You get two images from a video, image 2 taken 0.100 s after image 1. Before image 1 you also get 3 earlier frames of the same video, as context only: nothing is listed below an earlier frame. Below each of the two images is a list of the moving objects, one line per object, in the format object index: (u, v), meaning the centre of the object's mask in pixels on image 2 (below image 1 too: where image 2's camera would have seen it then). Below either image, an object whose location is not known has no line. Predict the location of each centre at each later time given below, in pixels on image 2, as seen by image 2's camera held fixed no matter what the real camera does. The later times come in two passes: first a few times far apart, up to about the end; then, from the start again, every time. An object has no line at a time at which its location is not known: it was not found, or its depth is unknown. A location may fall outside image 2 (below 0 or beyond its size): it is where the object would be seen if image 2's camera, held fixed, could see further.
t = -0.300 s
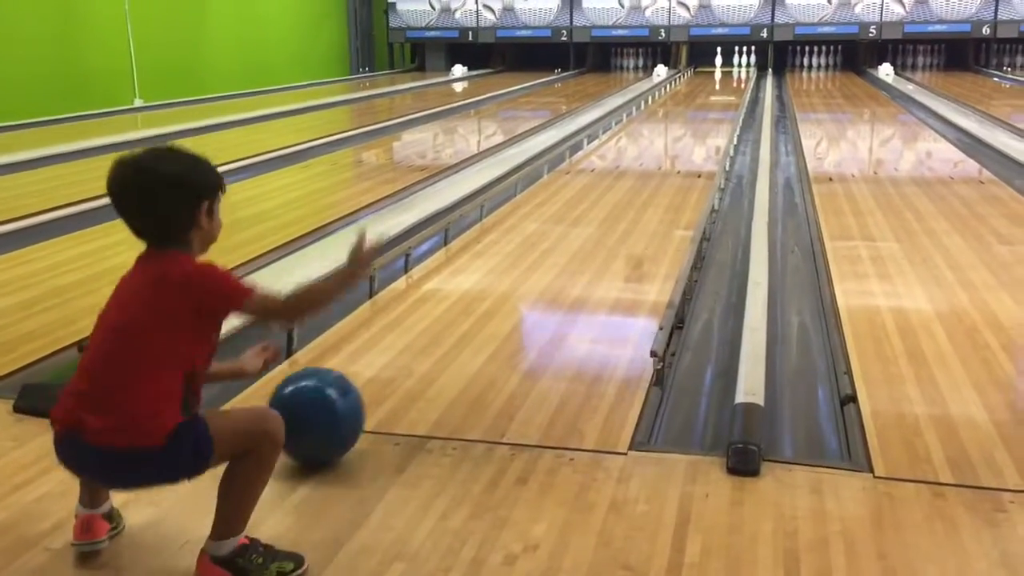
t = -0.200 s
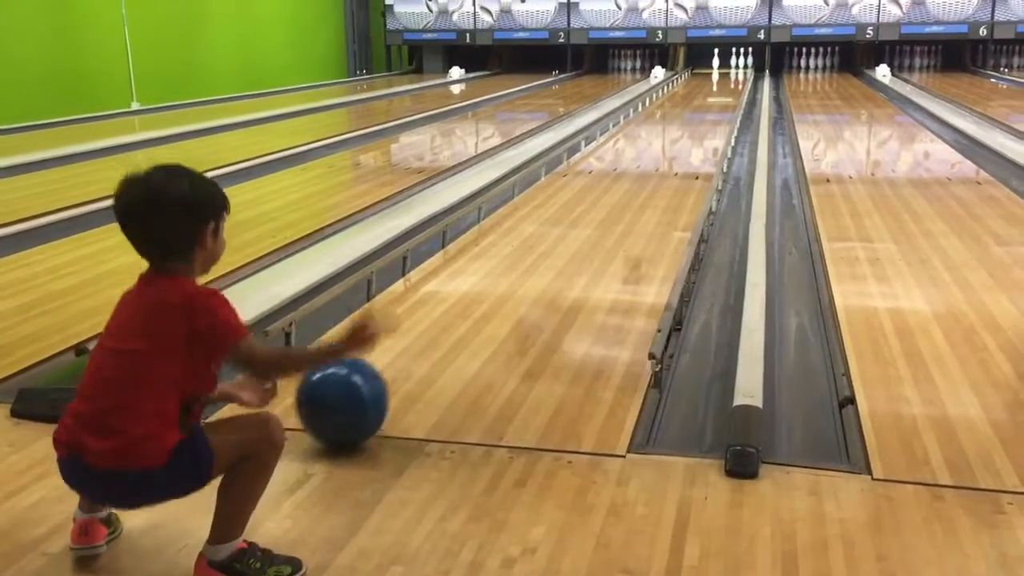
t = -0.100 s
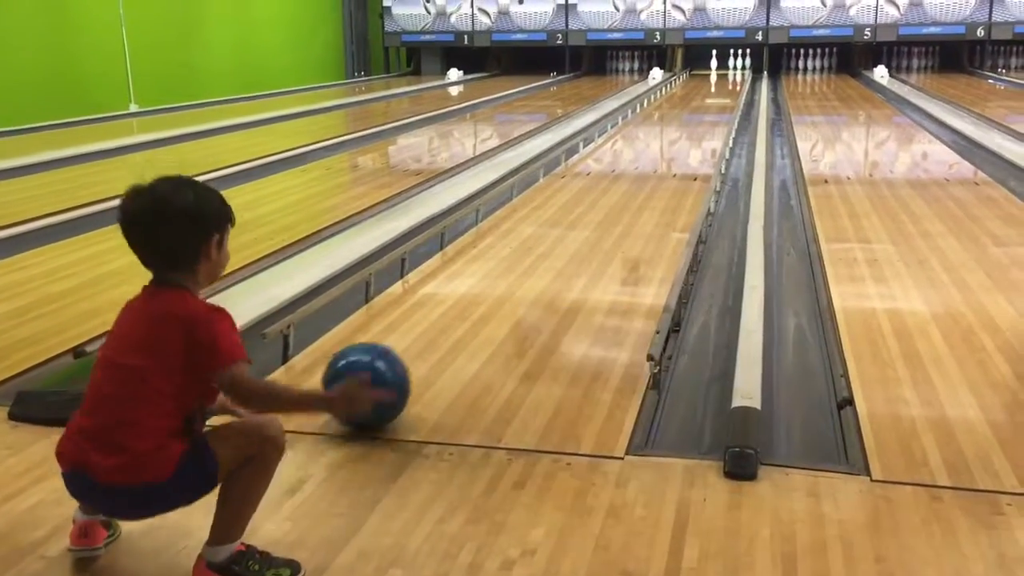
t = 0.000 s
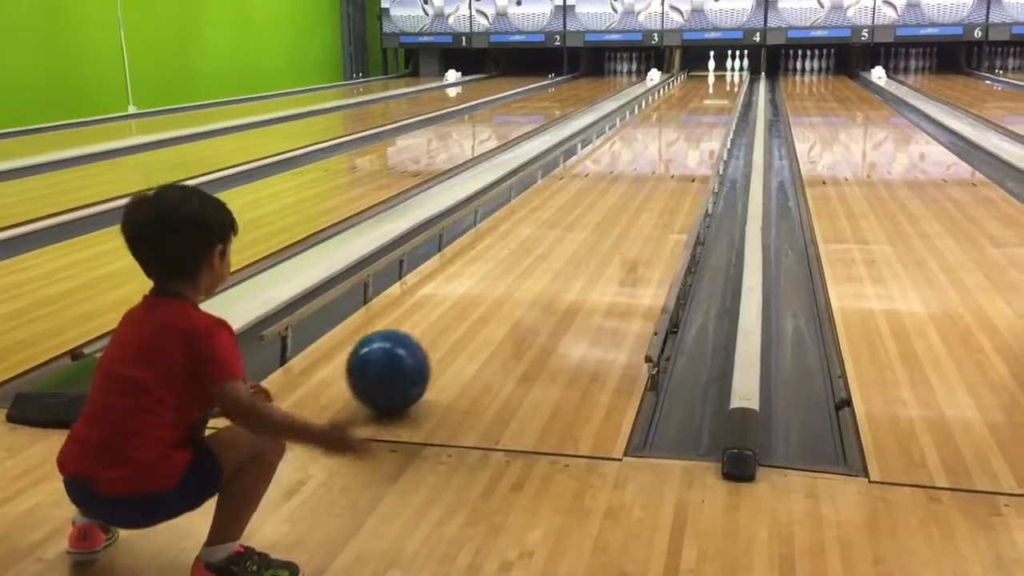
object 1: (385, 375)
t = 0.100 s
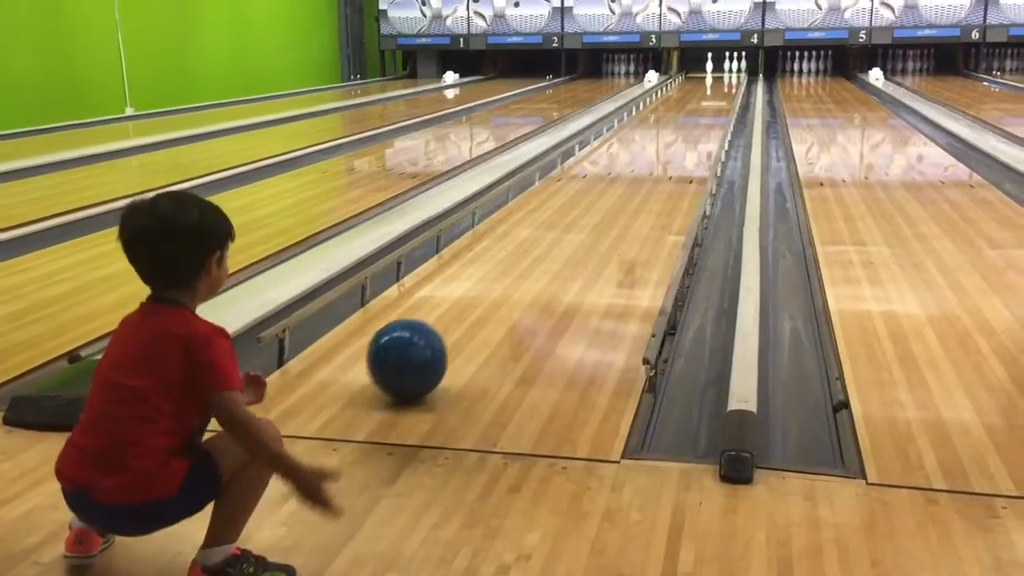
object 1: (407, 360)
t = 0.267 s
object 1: (439, 338)
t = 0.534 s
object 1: (483, 308)
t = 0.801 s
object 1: (520, 284)
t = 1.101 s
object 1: (555, 262)
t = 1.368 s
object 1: (581, 245)
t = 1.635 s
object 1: (604, 231)
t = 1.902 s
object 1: (624, 218)
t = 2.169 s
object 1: (643, 207)
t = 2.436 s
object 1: (659, 197)
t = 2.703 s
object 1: (674, 188)
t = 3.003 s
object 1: (688, 179)
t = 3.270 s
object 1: (689, 171)
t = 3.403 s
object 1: (689, 168)
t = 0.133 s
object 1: (413, 356)
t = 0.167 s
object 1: (420, 351)
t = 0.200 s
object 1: (426, 347)
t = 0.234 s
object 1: (433, 343)
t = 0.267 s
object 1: (439, 338)
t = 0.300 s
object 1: (445, 334)
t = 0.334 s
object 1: (451, 330)
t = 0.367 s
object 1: (456, 326)
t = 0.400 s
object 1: (462, 323)
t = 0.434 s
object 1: (467, 319)
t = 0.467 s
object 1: (473, 315)
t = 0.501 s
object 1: (478, 312)
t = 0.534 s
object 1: (483, 308)
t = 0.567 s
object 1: (488, 305)
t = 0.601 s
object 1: (493, 302)
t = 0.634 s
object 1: (497, 299)
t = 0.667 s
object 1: (502, 296)
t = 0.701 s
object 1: (507, 293)
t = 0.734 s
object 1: (511, 290)
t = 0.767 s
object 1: (515, 287)
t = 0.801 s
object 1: (520, 284)
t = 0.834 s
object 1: (524, 281)
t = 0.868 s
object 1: (528, 279)
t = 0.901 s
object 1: (532, 276)
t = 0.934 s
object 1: (536, 274)
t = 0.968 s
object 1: (540, 271)
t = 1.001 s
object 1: (544, 269)
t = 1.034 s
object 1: (547, 266)
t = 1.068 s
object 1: (551, 264)
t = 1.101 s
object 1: (555, 262)
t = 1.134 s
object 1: (558, 259)
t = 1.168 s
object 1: (562, 257)
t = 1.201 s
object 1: (565, 255)
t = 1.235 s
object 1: (568, 253)
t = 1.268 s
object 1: (571, 251)
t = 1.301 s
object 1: (575, 249)
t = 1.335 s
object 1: (578, 247)
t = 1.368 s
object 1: (581, 245)
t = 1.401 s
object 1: (584, 243)
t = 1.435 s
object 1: (587, 241)
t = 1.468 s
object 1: (590, 240)
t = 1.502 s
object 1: (593, 238)
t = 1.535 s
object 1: (596, 236)
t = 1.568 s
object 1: (599, 234)
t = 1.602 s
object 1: (601, 232)
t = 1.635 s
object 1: (604, 231)
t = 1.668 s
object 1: (607, 229)
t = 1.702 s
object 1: (610, 228)
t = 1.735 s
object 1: (612, 226)
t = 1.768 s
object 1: (615, 224)
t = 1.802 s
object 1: (617, 223)
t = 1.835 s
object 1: (620, 221)
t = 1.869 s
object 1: (622, 219)
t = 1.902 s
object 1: (624, 218)
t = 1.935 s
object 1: (627, 217)
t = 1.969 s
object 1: (629, 215)
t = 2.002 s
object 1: (632, 214)
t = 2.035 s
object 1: (634, 212)
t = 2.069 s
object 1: (636, 211)
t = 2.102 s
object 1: (638, 209)
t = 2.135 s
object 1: (640, 208)
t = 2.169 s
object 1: (643, 207)
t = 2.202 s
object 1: (645, 205)
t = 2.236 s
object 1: (647, 204)
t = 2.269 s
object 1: (649, 203)
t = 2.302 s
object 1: (651, 202)
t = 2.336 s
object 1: (653, 200)
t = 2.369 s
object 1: (655, 199)
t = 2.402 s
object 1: (657, 198)
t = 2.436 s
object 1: (659, 197)
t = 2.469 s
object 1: (661, 196)
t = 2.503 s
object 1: (663, 195)
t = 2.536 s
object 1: (664, 194)
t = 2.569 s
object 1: (666, 193)
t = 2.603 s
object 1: (668, 191)
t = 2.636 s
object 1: (670, 190)
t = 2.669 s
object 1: (672, 189)
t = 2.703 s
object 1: (674, 188)
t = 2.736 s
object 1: (675, 187)
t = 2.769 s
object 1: (677, 186)
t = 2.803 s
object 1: (679, 185)
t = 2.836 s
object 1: (681, 184)
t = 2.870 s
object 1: (682, 183)
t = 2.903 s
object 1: (684, 182)
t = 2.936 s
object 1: (685, 181)
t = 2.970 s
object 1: (687, 180)
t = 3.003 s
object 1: (688, 179)
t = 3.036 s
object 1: (689, 178)
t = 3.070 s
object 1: (689, 177)
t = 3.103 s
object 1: (688, 176)
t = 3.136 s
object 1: (688, 175)
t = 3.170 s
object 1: (688, 174)
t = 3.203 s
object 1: (688, 173)
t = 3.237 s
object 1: (689, 172)
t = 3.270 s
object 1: (689, 171)
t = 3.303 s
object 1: (689, 170)
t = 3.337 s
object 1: (689, 170)
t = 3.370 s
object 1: (689, 169)
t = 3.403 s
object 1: (689, 168)
